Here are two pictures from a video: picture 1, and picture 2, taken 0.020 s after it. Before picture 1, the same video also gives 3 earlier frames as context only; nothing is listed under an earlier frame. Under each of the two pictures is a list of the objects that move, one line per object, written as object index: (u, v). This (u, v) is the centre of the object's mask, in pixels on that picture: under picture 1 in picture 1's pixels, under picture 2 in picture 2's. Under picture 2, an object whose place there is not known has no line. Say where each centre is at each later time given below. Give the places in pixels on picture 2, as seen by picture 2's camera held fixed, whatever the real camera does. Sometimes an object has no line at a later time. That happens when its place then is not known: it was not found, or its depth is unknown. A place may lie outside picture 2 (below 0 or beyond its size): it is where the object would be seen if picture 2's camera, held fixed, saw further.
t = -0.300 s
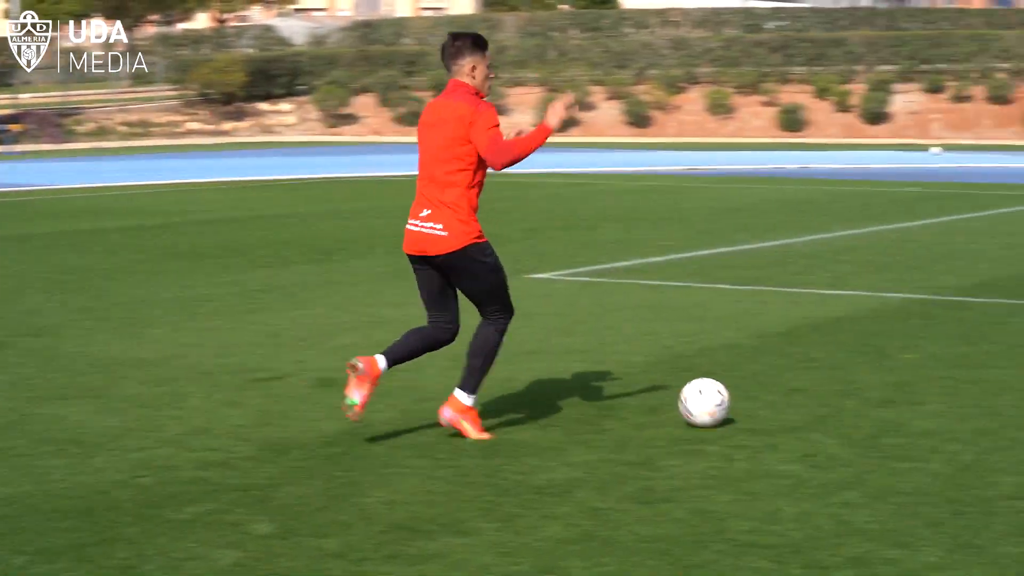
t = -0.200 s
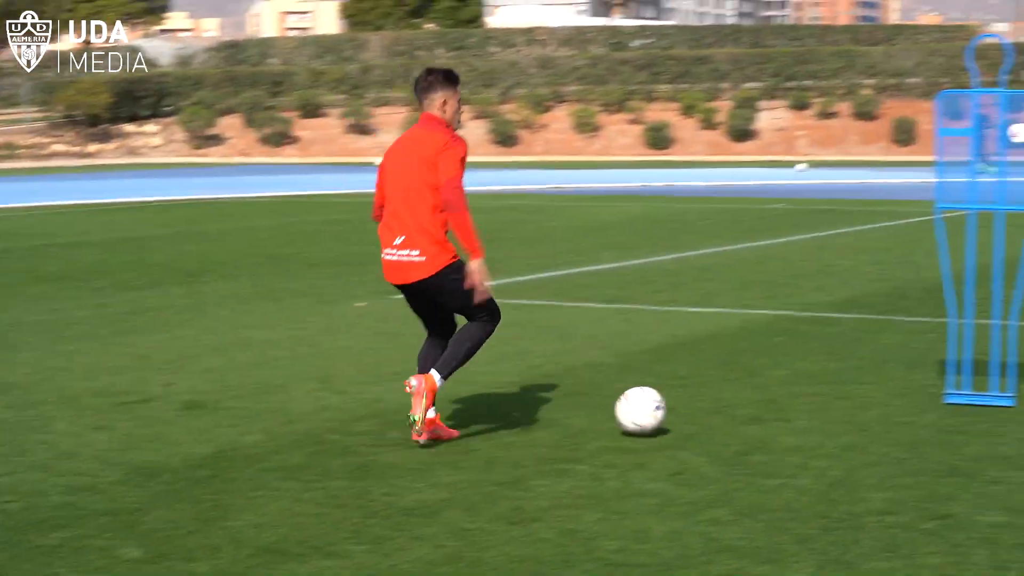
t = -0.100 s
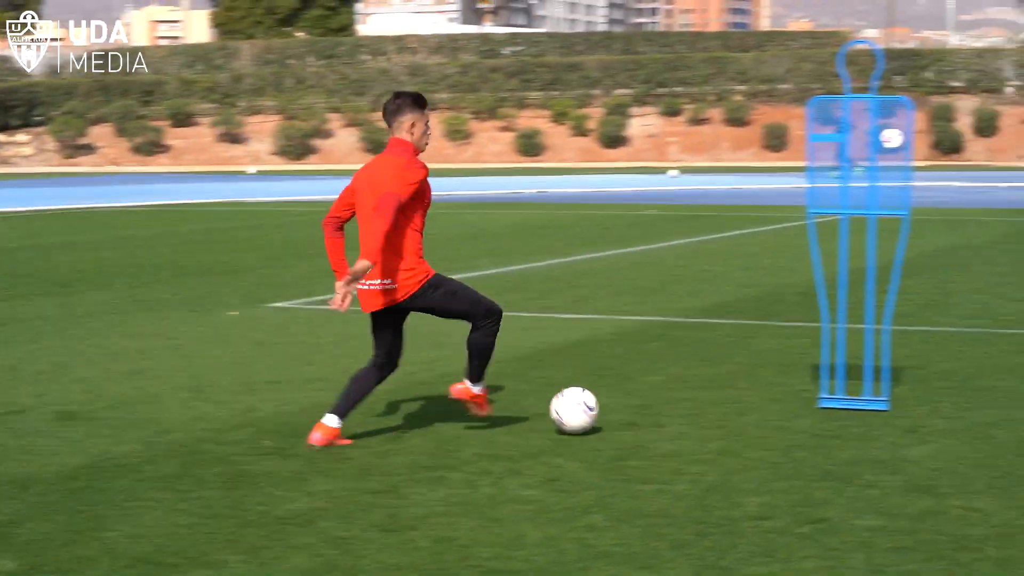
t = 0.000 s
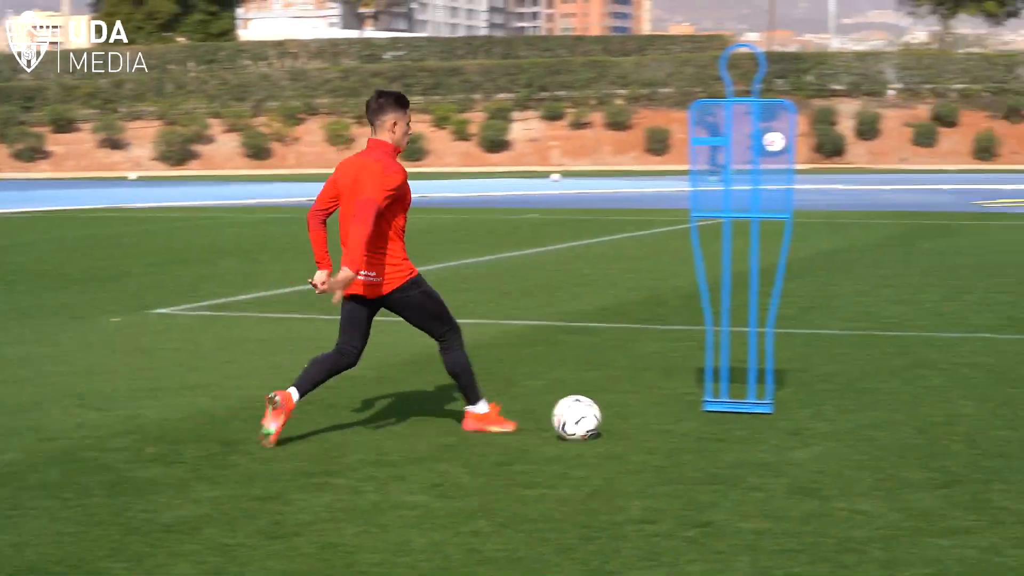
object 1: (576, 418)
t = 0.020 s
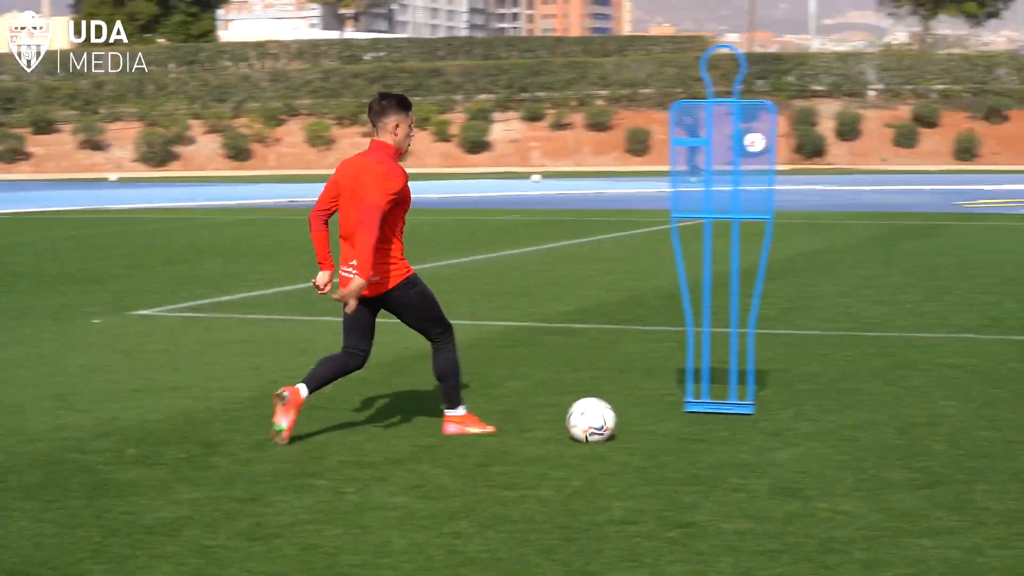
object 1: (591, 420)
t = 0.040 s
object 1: (620, 418)
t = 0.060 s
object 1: (650, 416)
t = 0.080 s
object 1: (680, 414)
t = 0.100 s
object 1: (710, 414)
